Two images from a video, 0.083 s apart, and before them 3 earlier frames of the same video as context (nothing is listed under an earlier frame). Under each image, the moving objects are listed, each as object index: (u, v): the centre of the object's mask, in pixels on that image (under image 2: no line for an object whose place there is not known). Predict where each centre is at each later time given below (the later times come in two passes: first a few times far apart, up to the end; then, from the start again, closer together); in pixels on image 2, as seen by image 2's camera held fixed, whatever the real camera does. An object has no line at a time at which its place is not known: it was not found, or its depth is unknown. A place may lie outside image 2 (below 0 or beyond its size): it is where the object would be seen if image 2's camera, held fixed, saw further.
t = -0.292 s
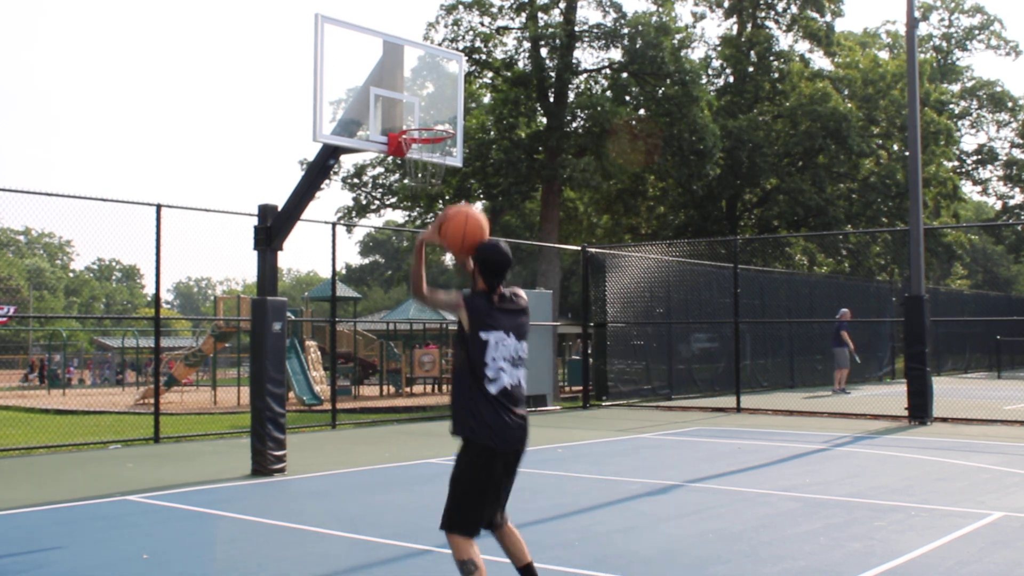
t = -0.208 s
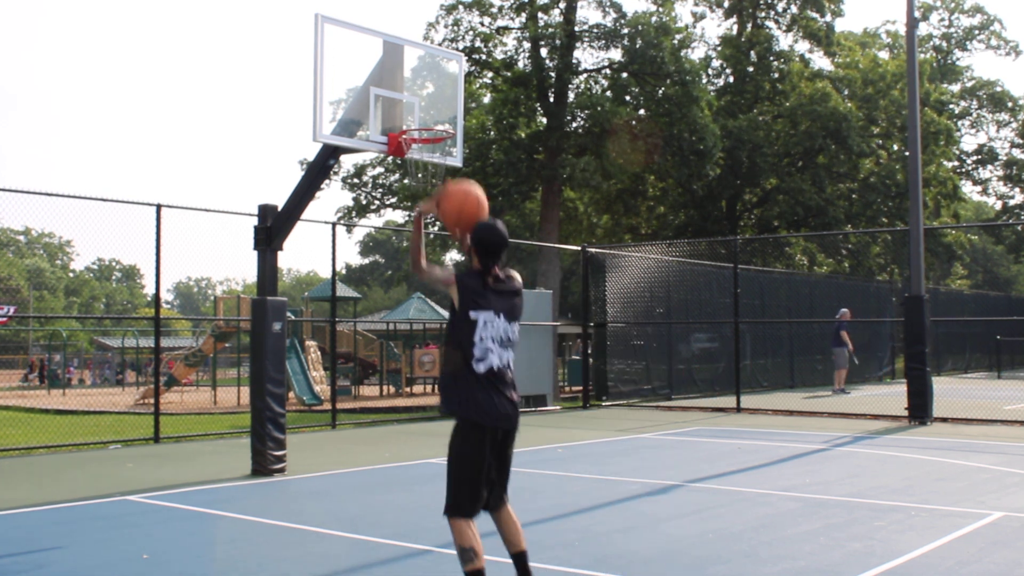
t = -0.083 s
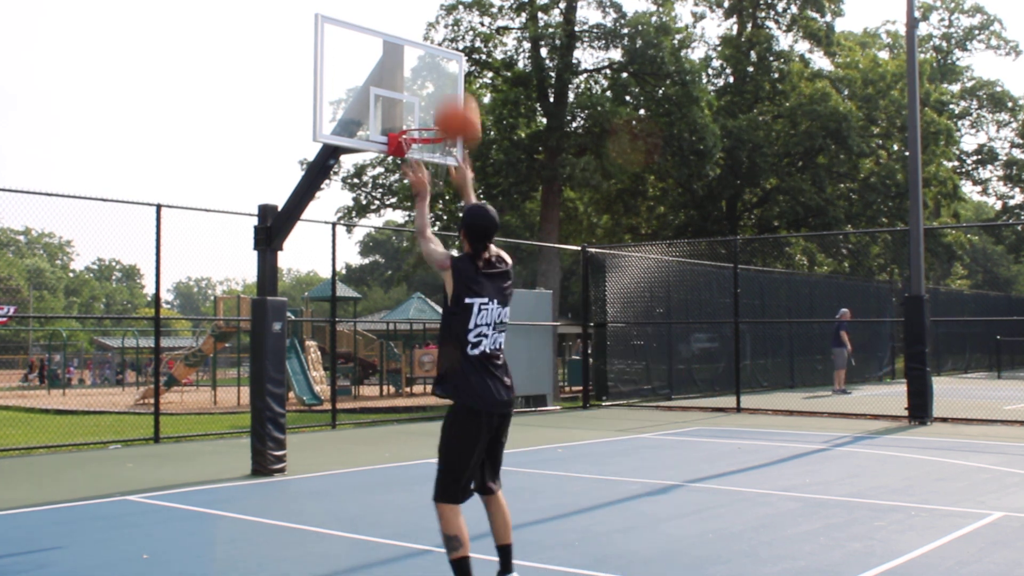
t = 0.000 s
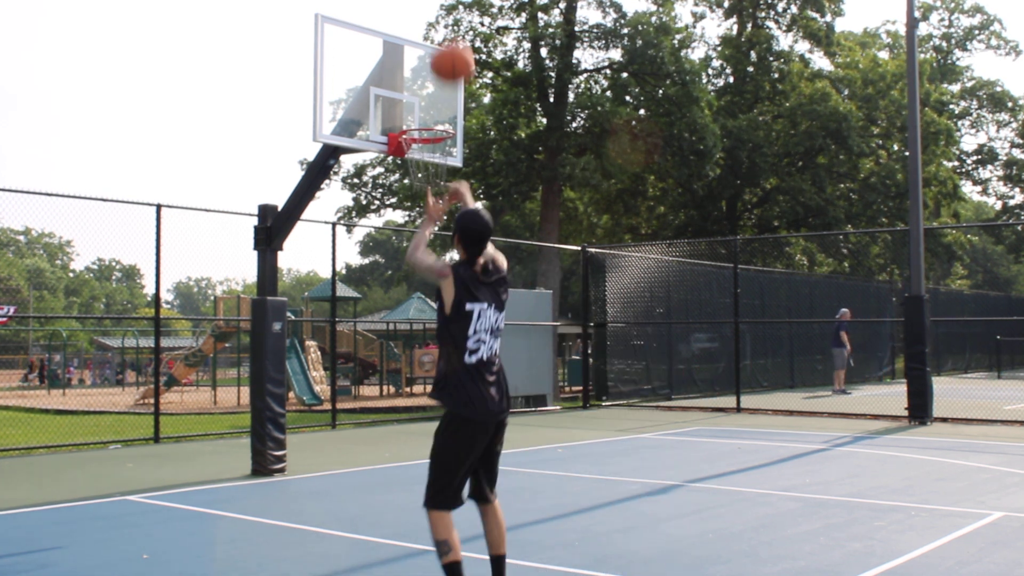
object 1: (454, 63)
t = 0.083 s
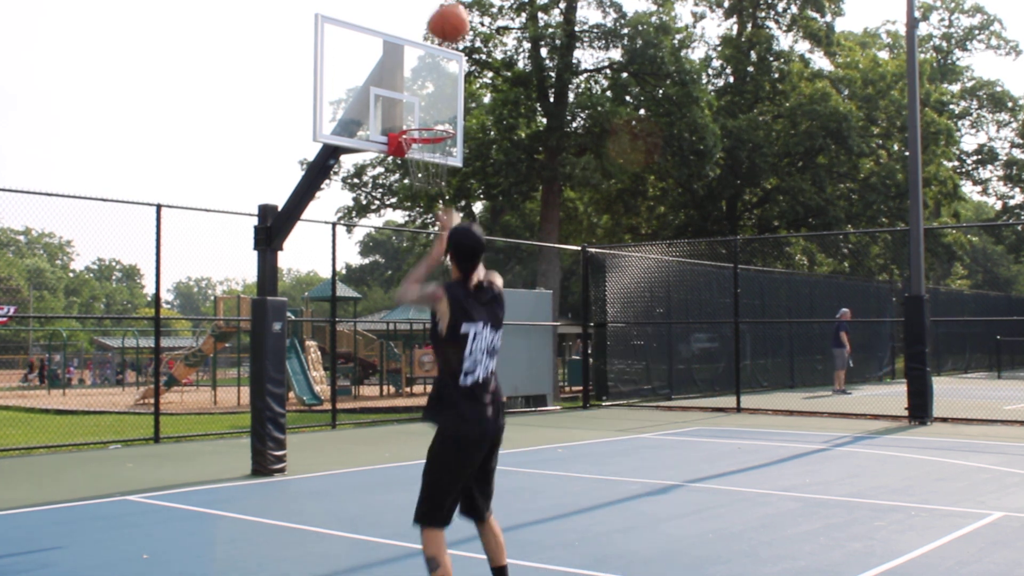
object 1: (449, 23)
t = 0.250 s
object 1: (442, 3)
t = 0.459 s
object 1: (437, 10)
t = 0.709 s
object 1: (431, 89)
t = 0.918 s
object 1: (423, 153)
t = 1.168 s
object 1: (419, 170)
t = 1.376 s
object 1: (425, 183)
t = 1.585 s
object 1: (434, 232)
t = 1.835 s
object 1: (446, 363)
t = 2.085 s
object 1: (455, 428)
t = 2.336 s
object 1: (465, 316)
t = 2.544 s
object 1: (472, 279)
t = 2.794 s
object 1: (483, 305)
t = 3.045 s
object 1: (493, 415)
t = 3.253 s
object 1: (501, 452)
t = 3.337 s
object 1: (504, 414)
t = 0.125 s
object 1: (447, 13)
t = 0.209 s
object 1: (444, 5)
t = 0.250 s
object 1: (442, 3)
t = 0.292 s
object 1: (441, 3)
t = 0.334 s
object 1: (439, 3)
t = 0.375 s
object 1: (438, 4)
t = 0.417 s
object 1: (438, 7)
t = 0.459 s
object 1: (437, 10)
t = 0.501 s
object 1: (436, 17)
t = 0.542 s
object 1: (434, 29)
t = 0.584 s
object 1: (433, 41)
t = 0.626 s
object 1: (432, 57)
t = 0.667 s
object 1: (432, 72)
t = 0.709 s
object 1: (431, 89)
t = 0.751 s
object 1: (431, 108)
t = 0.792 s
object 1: (430, 129)
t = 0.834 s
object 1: (429, 147)
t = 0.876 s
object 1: (425, 151)
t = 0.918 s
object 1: (423, 153)
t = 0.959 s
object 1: (421, 155)
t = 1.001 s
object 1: (420, 158)
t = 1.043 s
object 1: (419, 161)
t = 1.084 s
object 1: (419, 164)
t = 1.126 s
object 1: (419, 168)
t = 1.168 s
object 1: (419, 170)
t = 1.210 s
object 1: (419, 172)
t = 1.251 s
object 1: (419, 175)
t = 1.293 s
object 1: (421, 178)
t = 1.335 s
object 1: (423, 180)
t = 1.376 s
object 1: (425, 183)
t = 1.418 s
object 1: (427, 189)
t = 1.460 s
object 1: (428, 196)
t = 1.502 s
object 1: (430, 205)
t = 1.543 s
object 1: (432, 217)
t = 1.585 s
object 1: (434, 232)
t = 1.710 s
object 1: (440, 287)
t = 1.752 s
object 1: (442, 307)
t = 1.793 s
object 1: (444, 335)
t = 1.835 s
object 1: (446, 363)
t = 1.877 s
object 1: (448, 392)
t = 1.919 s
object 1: (449, 424)
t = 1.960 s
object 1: (450, 460)
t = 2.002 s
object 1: (452, 485)
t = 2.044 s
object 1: (454, 456)
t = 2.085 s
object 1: (455, 428)
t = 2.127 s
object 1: (457, 406)
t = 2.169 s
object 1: (459, 382)
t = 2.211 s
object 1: (460, 363)
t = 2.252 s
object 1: (460, 346)
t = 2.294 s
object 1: (463, 331)
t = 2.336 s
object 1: (465, 316)
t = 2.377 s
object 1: (466, 304)
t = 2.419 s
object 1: (467, 294)
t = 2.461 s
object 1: (468, 287)
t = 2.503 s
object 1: (470, 282)
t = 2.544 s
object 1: (472, 279)
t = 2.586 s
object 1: (473, 278)
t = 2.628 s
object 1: (475, 279)
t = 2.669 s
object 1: (477, 282)
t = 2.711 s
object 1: (479, 287)
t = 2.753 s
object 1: (480, 295)
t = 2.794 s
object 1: (483, 305)
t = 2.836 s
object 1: (484, 317)
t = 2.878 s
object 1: (487, 332)
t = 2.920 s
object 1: (488, 350)
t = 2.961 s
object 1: (490, 369)
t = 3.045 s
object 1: (493, 415)
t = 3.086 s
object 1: (495, 441)
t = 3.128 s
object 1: (497, 475)
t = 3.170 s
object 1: (498, 500)
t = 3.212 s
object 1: (500, 479)
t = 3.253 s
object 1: (501, 452)
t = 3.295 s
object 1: (503, 433)
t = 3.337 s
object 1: (504, 414)
